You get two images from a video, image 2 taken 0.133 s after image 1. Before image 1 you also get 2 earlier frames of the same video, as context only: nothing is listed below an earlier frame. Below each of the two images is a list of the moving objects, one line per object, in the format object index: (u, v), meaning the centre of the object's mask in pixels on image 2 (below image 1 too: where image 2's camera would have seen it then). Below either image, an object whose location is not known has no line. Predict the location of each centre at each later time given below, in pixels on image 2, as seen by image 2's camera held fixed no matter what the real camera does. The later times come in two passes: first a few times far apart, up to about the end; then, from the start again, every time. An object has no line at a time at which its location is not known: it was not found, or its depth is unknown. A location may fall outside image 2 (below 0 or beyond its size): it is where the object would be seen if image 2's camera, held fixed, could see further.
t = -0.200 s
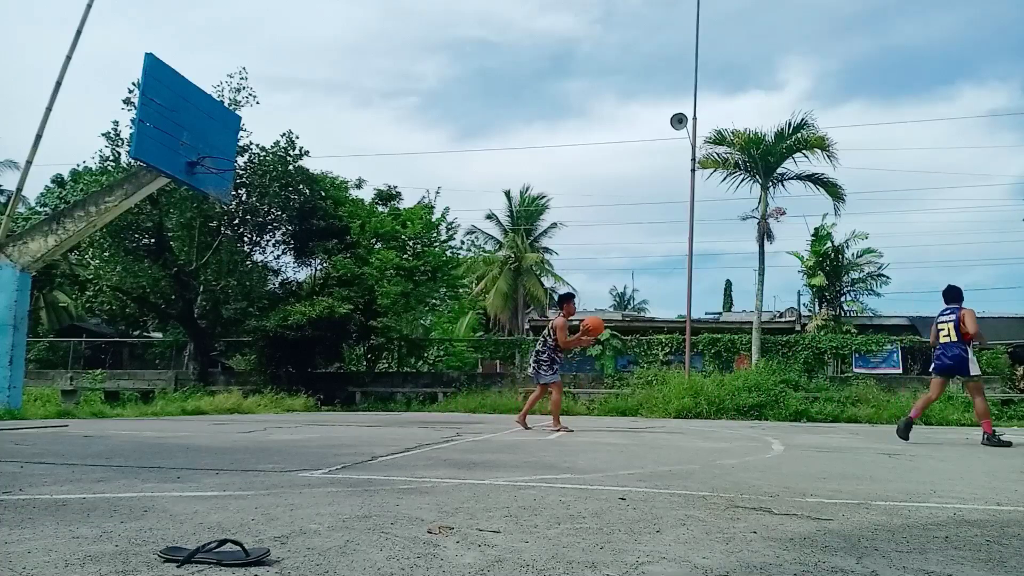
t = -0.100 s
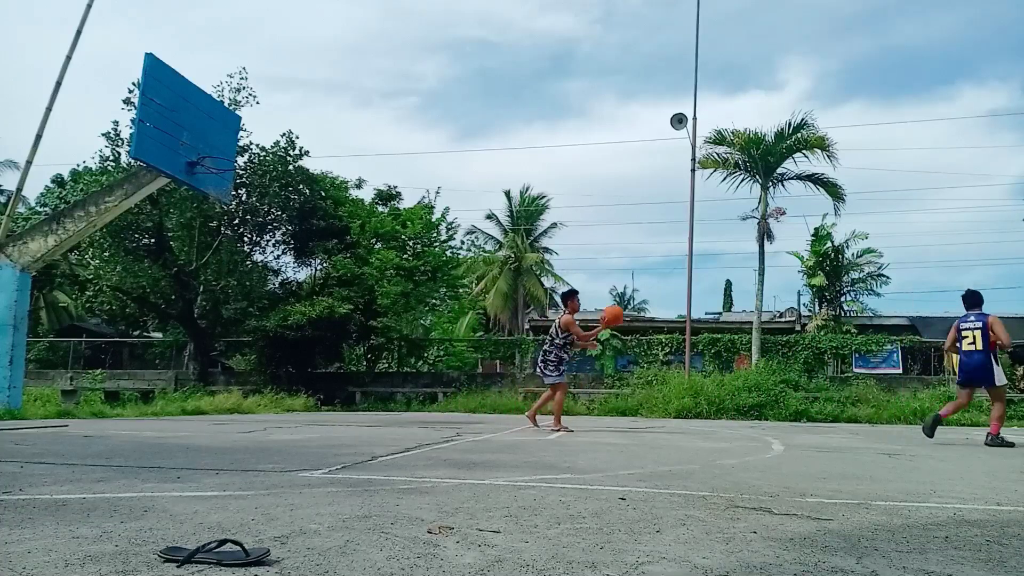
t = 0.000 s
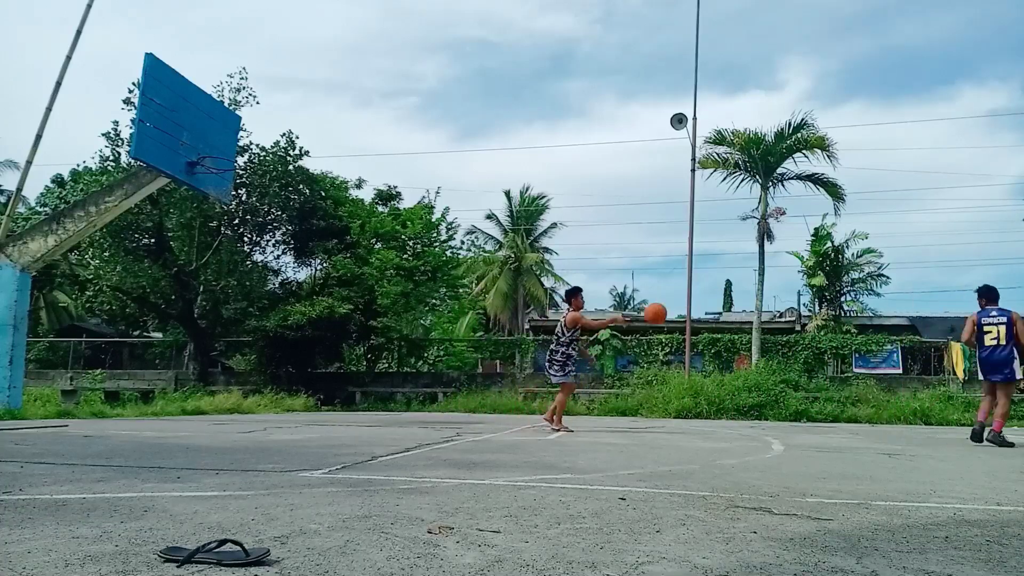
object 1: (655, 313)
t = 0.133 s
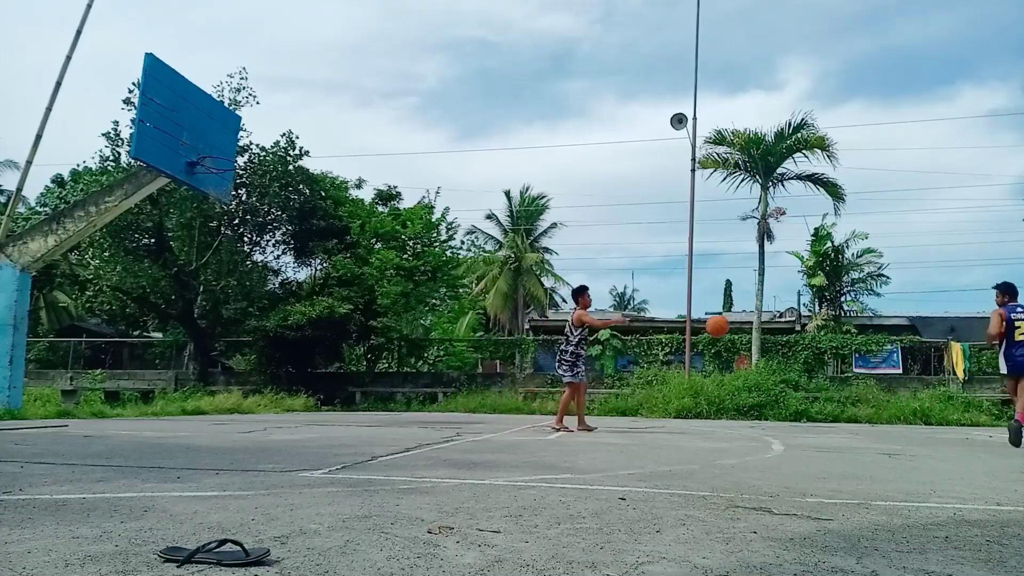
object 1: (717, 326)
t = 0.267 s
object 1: (781, 355)
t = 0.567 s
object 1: (900, 392)
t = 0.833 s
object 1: (958, 341)
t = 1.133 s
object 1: (1018, 369)
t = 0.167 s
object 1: (733, 331)
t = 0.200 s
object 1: (748, 338)
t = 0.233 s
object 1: (765, 346)
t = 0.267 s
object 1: (781, 355)
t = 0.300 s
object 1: (797, 366)
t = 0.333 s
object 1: (813, 377)
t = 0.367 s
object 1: (830, 389)
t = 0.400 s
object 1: (847, 403)
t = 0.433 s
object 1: (864, 418)
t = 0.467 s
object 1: (880, 431)
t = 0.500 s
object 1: (886, 418)
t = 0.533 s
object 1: (893, 405)
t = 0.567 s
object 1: (900, 392)
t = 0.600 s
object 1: (907, 382)
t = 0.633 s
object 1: (915, 373)
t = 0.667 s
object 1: (922, 365)
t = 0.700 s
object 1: (929, 358)
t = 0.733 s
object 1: (935, 352)
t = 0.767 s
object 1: (943, 347)
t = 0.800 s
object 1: (950, 343)
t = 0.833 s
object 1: (958, 341)
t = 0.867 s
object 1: (965, 339)
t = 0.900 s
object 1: (973, 339)
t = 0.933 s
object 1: (980, 340)
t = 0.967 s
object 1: (988, 342)
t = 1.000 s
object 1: (995, 346)
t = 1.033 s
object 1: (1002, 350)
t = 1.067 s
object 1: (1010, 355)
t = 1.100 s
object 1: (1015, 361)
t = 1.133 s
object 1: (1018, 369)
